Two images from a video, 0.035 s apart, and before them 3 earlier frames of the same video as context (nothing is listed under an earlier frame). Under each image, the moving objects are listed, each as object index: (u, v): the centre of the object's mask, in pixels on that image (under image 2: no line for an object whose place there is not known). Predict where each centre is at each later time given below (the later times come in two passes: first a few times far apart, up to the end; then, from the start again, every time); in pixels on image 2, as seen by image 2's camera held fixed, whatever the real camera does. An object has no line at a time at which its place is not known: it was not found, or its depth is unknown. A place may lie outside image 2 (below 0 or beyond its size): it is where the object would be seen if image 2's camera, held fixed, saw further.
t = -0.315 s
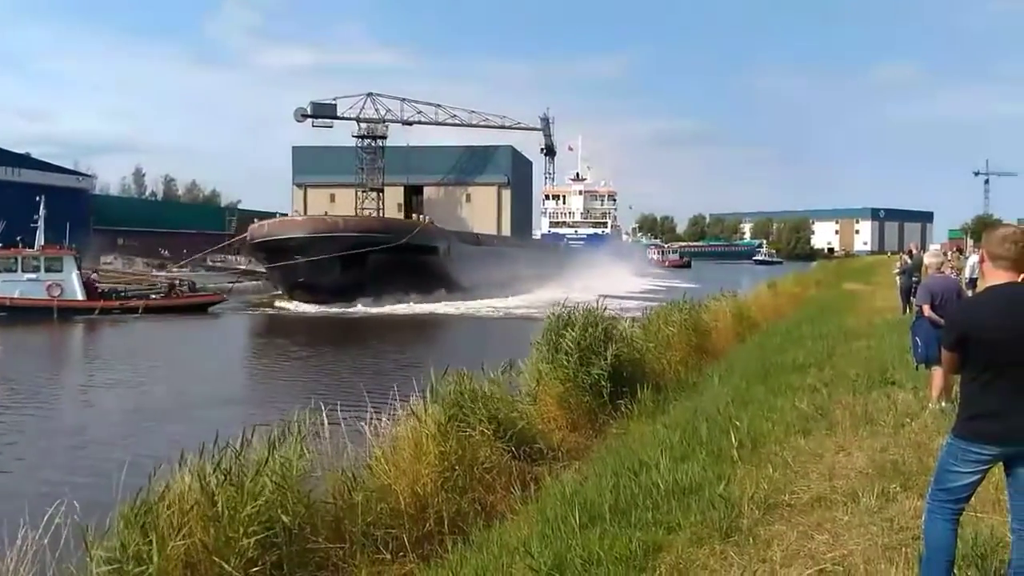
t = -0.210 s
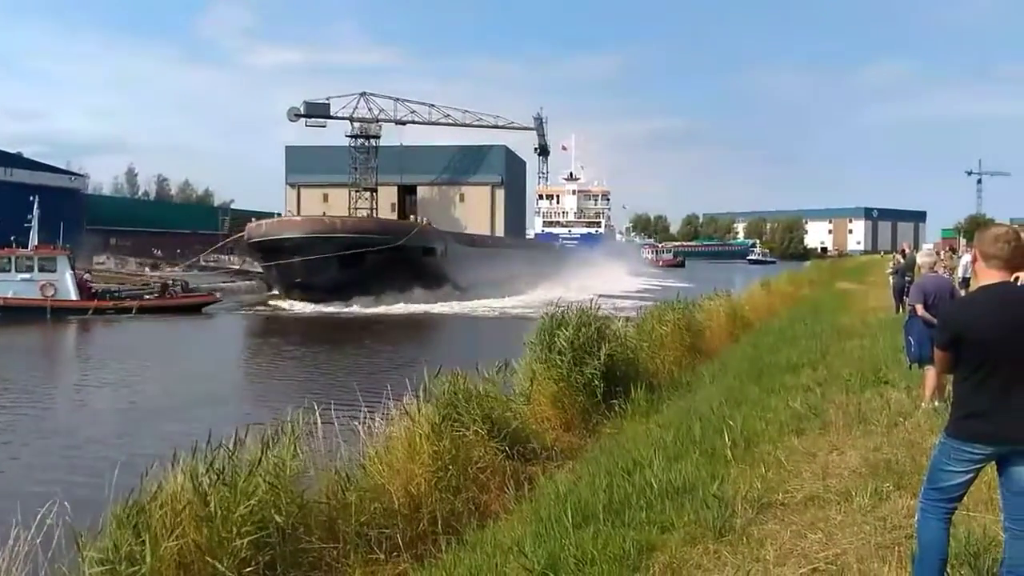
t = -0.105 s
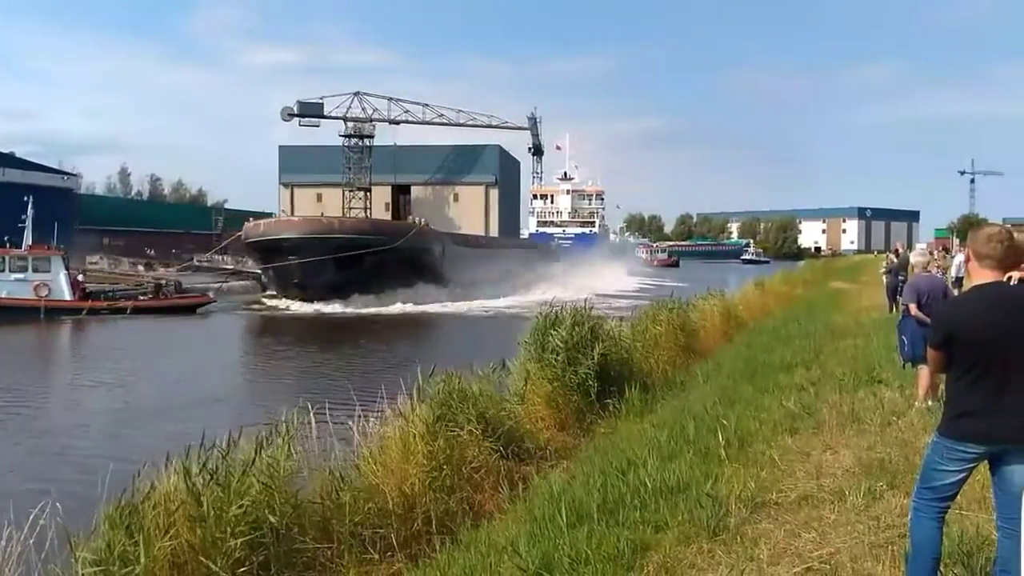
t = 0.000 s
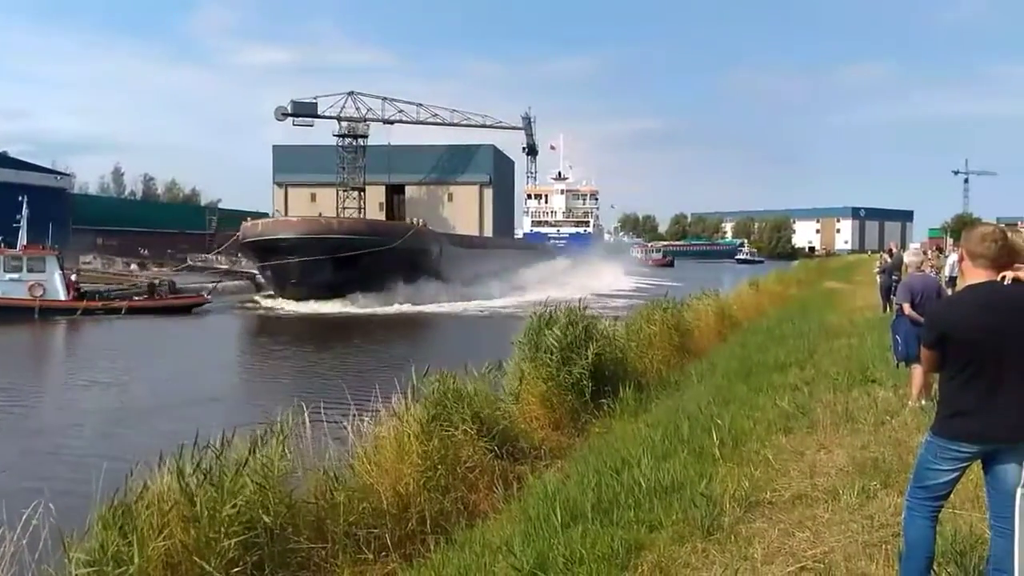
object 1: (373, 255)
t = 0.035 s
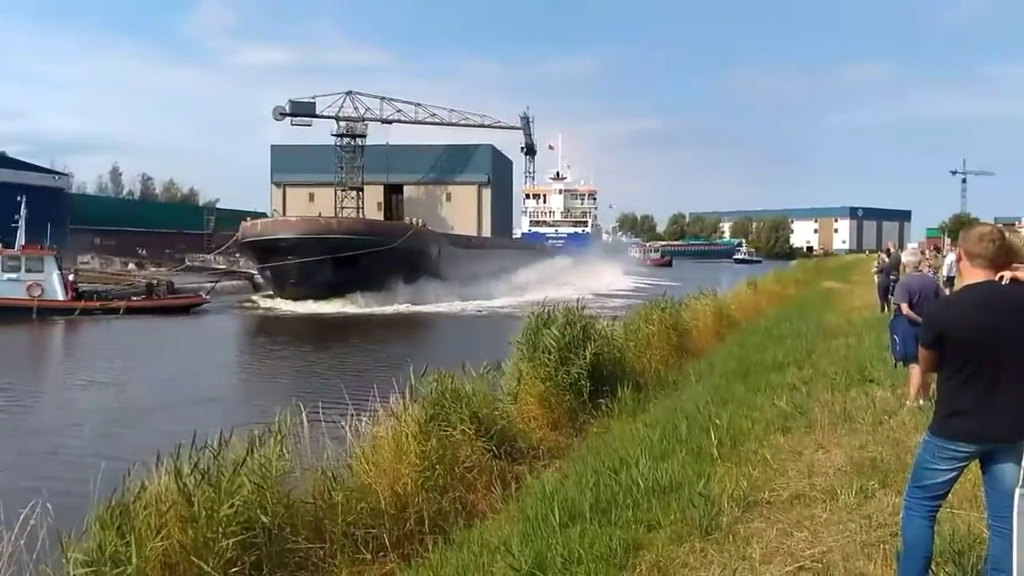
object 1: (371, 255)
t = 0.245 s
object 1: (372, 255)
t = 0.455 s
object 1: (376, 256)
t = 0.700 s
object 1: (384, 258)
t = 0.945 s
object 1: (396, 259)
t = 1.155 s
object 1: (398, 260)
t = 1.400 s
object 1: (402, 261)
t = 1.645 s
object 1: (406, 262)
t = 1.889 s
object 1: (410, 263)
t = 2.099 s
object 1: (414, 264)
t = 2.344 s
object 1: (417, 264)
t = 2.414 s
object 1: (418, 265)
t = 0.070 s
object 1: (371, 255)
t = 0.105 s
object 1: (371, 255)
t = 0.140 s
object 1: (371, 255)
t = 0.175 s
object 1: (371, 255)
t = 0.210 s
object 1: (371, 255)
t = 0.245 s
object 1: (372, 255)
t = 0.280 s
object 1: (372, 255)
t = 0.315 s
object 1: (373, 255)
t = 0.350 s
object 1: (373, 256)
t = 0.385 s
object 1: (376, 256)
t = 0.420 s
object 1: (376, 256)
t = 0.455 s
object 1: (376, 256)
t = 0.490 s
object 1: (378, 257)
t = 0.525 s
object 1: (378, 257)
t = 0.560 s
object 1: (379, 257)
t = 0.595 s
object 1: (381, 258)
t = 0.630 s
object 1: (382, 258)
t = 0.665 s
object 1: (383, 258)
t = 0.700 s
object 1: (384, 258)
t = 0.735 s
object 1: (386, 259)
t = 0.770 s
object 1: (387, 259)
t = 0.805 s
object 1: (388, 259)
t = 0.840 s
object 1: (390, 259)
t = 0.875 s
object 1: (393, 259)
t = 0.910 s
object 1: (394, 259)
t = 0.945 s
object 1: (396, 259)
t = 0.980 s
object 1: (395, 259)
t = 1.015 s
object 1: (395, 259)
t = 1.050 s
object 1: (396, 260)
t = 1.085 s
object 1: (397, 260)
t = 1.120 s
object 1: (397, 260)
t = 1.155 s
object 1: (398, 260)
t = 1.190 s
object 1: (399, 260)
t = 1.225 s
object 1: (399, 260)
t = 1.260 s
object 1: (400, 261)
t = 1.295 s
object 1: (401, 261)
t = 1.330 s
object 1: (401, 261)
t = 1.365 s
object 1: (401, 261)
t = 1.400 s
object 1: (402, 261)
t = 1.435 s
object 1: (402, 261)
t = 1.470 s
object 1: (403, 261)
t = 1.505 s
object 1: (403, 261)
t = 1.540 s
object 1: (403, 262)
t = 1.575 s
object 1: (404, 262)
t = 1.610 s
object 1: (406, 262)
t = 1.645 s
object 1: (406, 262)
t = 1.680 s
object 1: (406, 262)
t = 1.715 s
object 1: (407, 262)
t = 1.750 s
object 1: (407, 262)
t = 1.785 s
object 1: (409, 262)
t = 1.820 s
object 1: (409, 263)
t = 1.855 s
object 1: (410, 263)
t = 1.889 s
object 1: (410, 263)
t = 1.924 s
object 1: (411, 263)
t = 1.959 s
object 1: (411, 263)
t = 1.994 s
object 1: (412, 263)
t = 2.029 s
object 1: (412, 263)
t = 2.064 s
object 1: (413, 263)
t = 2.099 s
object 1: (414, 264)
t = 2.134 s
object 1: (414, 264)
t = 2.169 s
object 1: (415, 264)
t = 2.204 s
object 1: (415, 264)
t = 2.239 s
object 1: (416, 264)
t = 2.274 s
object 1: (416, 264)
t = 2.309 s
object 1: (417, 264)
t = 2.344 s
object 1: (417, 264)
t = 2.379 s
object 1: (418, 265)
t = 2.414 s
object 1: (418, 265)
